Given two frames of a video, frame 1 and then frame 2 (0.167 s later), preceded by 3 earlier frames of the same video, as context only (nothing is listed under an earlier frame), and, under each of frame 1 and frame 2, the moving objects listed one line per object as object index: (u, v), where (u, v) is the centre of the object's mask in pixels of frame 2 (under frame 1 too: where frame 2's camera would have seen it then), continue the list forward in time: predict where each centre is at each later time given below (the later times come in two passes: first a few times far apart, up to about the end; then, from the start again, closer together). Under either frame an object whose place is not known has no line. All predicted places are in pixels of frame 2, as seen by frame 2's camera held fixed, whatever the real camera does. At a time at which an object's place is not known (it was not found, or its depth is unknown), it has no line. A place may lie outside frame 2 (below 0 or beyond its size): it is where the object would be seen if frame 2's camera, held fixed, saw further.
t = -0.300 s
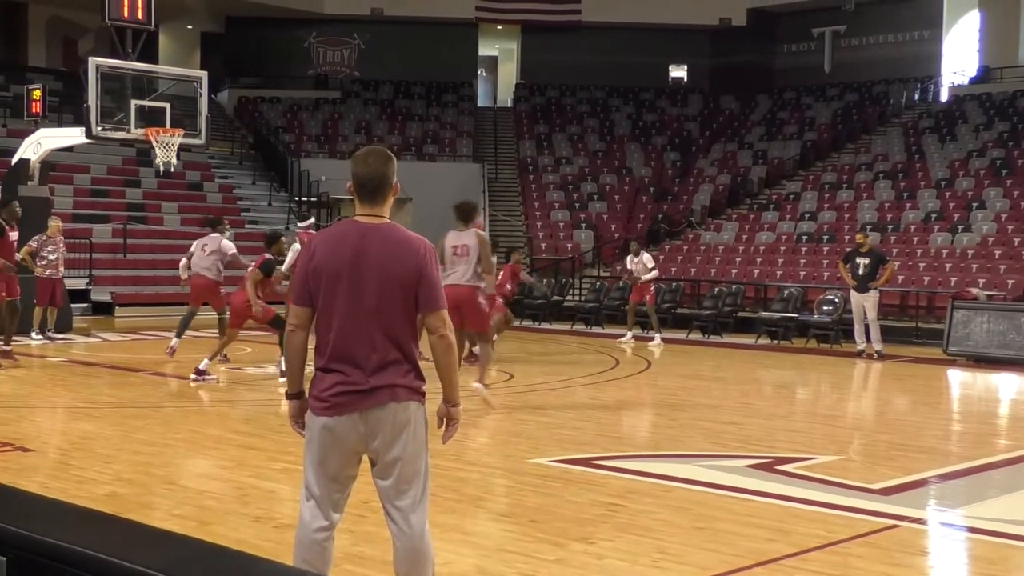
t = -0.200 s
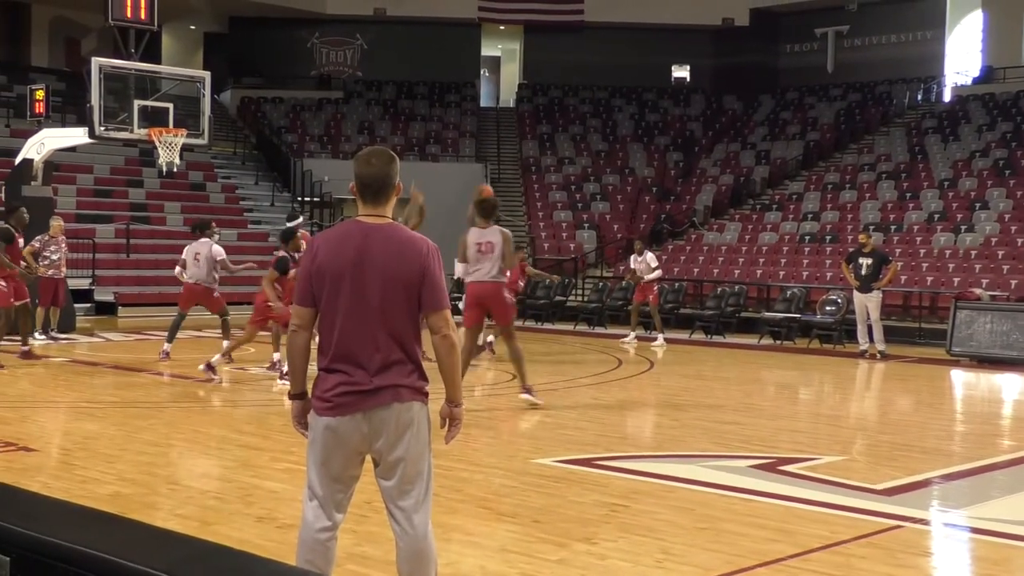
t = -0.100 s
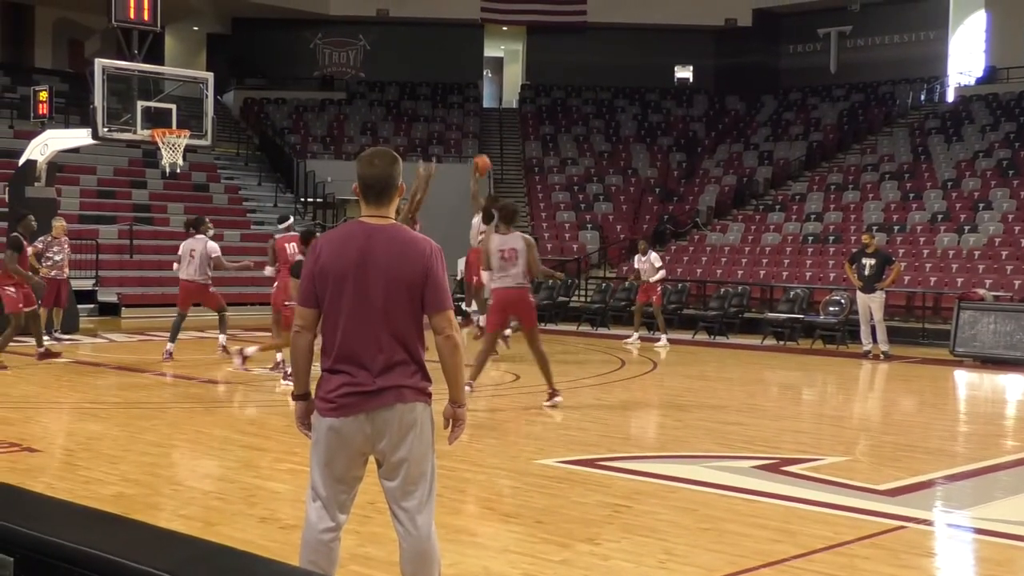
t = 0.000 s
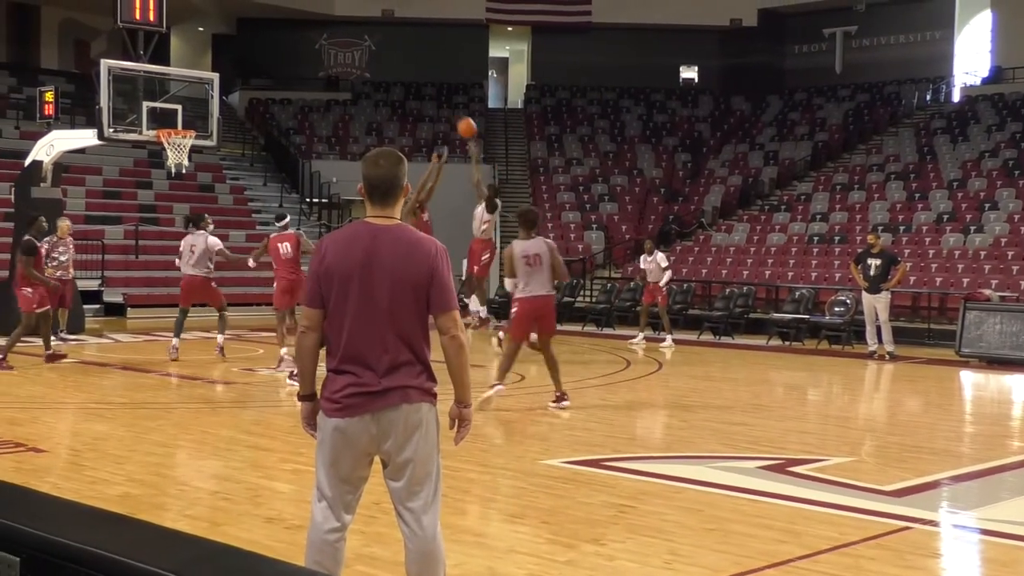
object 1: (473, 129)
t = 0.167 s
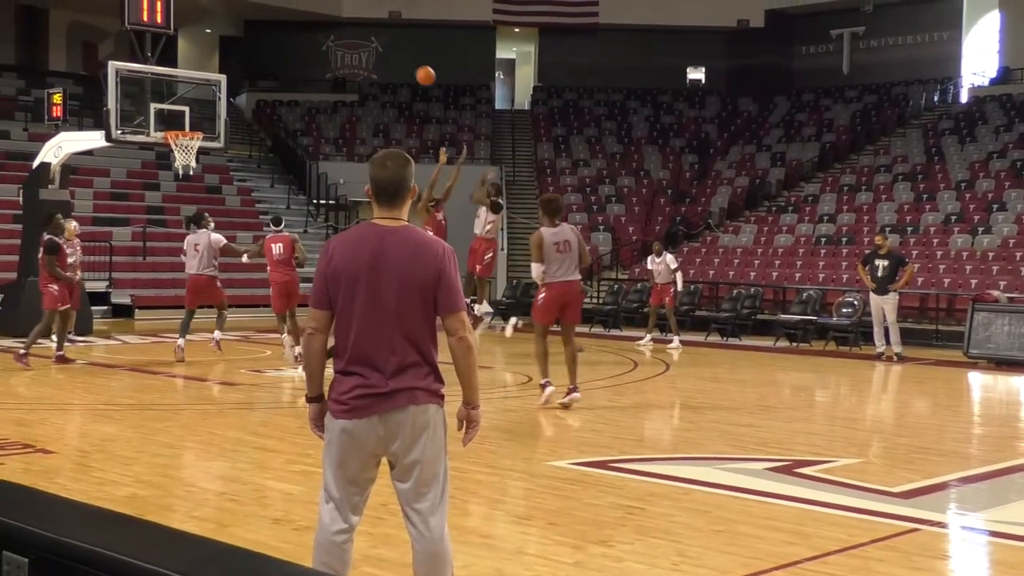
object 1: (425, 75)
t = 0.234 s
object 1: (406, 61)
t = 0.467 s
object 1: (341, 34)
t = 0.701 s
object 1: (279, 47)
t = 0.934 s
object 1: (218, 99)
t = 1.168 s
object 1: (171, 145)
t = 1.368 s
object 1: (181, 160)
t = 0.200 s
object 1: (416, 68)
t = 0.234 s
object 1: (406, 61)
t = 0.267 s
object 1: (397, 55)
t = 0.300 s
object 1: (388, 49)
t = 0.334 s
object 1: (378, 44)
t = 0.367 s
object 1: (369, 41)
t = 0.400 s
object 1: (360, 38)
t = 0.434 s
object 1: (351, 36)
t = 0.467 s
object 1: (341, 34)
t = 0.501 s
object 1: (332, 34)
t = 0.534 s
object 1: (324, 34)
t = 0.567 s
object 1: (315, 35)
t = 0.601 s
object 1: (306, 37)
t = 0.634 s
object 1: (297, 40)
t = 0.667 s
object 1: (288, 43)
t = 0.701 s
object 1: (279, 47)
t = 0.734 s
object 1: (271, 52)
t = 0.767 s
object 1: (262, 58)
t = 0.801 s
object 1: (254, 65)
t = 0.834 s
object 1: (245, 72)
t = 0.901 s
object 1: (228, 88)
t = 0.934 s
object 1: (218, 99)
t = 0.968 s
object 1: (209, 109)
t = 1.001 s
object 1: (202, 118)
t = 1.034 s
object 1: (195, 127)
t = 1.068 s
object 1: (189, 129)
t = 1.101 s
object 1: (181, 130)
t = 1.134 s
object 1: (178, 131)
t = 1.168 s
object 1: (171, 145)
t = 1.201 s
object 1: (174, 147)
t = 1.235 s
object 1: (174, 151)
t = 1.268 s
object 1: (174, 153)
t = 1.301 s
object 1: (176, 154)
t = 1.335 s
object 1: (178, 158)
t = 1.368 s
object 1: (181, 160)
